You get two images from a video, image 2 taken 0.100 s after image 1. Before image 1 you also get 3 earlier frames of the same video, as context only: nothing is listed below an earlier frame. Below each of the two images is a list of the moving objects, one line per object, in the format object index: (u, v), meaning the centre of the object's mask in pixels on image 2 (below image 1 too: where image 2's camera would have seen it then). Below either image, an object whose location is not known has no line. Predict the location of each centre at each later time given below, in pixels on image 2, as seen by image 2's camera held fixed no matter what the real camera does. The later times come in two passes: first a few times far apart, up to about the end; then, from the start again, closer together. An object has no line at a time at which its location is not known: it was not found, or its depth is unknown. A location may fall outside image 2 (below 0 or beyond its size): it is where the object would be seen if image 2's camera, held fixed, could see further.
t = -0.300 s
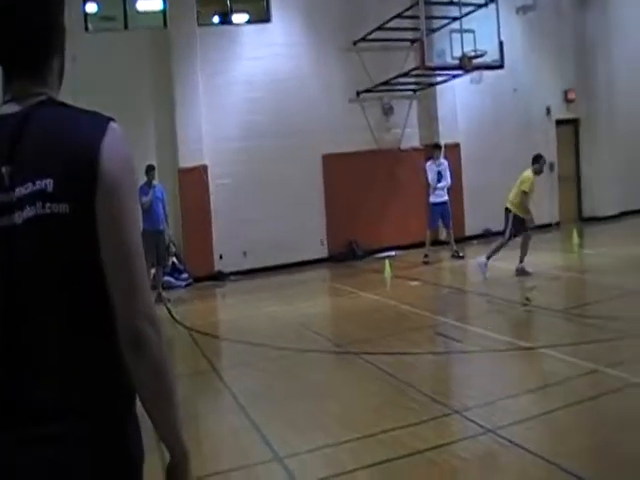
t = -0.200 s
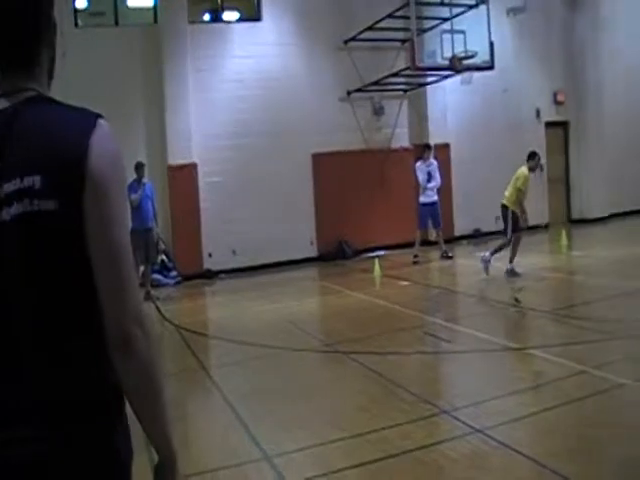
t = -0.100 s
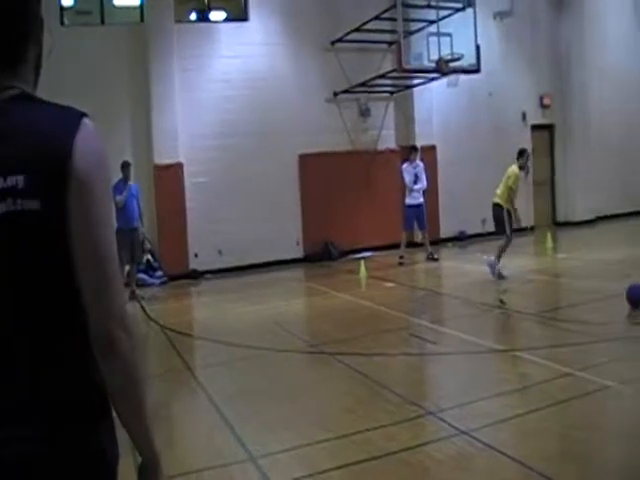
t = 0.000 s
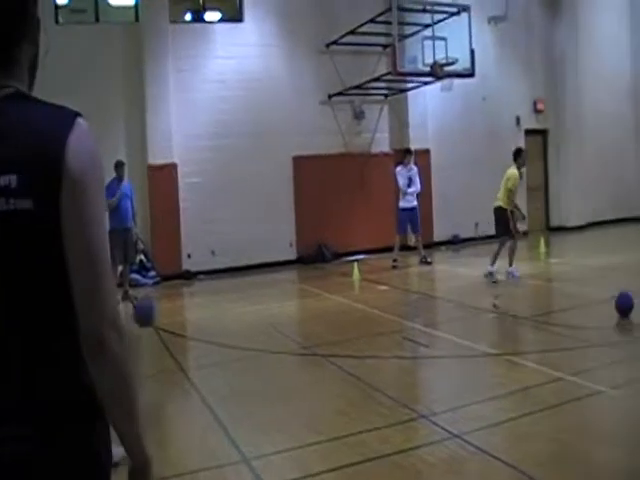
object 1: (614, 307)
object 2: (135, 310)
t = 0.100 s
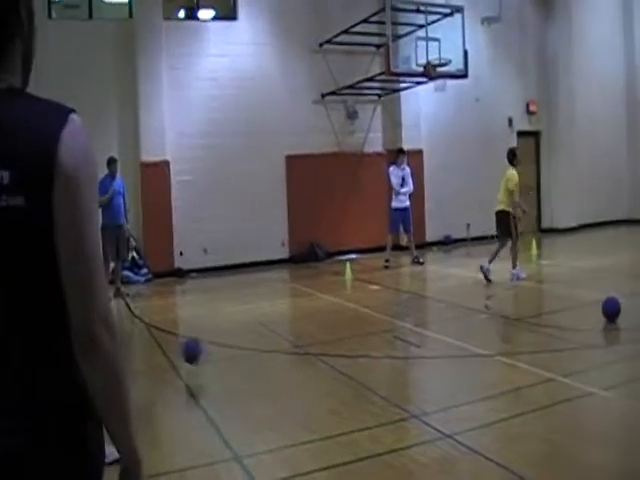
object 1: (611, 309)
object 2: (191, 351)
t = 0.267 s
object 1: (605, 314)
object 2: (228, 311)
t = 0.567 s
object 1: (593, 324)
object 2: (283, 283)
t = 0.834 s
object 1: (582, 334)
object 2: (329, 338)
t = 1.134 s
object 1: (567, 348)
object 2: (369, 285)
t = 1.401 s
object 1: (555, 361)
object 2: (406, 326)
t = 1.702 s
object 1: (544, 377)
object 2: (445, 289)
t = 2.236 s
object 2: (508, 288)
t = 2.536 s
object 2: (542, 300)
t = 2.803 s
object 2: (567, 296)
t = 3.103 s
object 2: (542, 294)
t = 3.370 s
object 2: (523, 295)
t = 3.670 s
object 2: (502, 295)
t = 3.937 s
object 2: (484, 297)
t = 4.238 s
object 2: (465, 297)
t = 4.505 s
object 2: (447, 298)
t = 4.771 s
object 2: (431, 298)
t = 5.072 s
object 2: (413, 299)
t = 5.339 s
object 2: (398, 298)
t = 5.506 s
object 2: (388, 299)
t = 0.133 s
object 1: (610, 310)
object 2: (204, 360)
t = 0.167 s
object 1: (609, 310)
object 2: (210, 345)
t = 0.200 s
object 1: (607, 312)
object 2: (216, 333)
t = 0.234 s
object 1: (606, 313)
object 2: (222, 321)
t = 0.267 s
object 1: (605, 314)
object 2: (228, 311)
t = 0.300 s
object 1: (604, 315)
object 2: (234, 303)
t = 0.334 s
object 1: (603, 315)
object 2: (239, 296)
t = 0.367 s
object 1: (602, 316)
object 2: (246, 290)
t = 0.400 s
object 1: (600, 317)
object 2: (251, 286)
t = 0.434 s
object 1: (599, 319)
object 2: (257, 284)
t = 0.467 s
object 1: (597, 321)
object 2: (263, 283)
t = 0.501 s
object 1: (596, 322)
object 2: (270, 282)
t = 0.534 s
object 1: (595, 323)
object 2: (276, 282)
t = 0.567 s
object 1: (593, 324)
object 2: (283, 283)
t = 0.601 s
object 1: (592, 324)
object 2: (288, 290)
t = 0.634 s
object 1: (591, 327)
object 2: (295, 294)
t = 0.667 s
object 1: (590, 328)
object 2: (301, 300)
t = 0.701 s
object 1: (588, 329)
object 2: (307, 307)
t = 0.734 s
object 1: (587, 329)
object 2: (313, 318)
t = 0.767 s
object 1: (585, 331)
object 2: (319, 327)
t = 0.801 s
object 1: (583, 333)
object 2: (324, 338)
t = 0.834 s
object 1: (582, 334)
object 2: (329, 338)
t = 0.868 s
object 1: (581, 336)
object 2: (334, 327)
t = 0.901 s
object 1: (579, 337)
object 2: (339, 318)
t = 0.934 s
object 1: (578, 338)
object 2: (343, 308)
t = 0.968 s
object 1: (576, 340)
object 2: (347, 302)
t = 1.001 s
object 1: (574, 342)
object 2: (351, 295)
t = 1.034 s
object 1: (573, 343)
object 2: (356, 291)
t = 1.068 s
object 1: (571, 344)
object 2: (360, 288)
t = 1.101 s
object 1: (570, 345)
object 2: (365, 286)
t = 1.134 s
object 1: (567, 348)
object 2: (369, 285)
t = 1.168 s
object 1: (566, 349)
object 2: (374, 286)
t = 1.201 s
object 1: (565, 350)
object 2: (378, 288)
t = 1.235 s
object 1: (564, 351)
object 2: (383, 291)
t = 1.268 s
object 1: (561, 354)
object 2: (388, 295)
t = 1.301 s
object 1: (560, 356)
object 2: (392, 302)
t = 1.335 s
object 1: (559, 357)
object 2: (397, 308)
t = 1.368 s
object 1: (557, 358)
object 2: (402, 317)
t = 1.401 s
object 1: (555, 361)
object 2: (406, 326)
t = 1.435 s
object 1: (554, 362)
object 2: (411, 332)
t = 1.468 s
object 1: (552, 364)
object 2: (415, 322)
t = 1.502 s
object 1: (551, 365)
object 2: (419, 313)
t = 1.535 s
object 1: (548, 367)
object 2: (423, 305)
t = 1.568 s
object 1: (547, 368)
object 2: (428, 299)
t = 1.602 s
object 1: (547, 370)
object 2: (432, 294)
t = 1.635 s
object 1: (546, 372)
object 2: (436, 291)
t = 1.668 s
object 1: (545, 374)
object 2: (440, 289)
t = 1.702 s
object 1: (544, 377)
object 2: (445, 289)
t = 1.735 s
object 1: (543, 378)
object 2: (449, 289)
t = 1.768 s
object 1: (542, 379)
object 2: (453, 290)
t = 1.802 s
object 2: (458, 294)
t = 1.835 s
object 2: (462, 298)
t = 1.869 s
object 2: (467, 303)
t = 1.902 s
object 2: (472, 310)
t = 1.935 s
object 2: (476, 318)
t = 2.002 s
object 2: (483, 313)
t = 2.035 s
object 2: (487, 306)
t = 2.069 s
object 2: (490, 300)
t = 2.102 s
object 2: (494, 295)
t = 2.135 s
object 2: (497, 292)
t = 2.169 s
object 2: (501, 289)
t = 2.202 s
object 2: (504, 288)
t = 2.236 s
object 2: (508, 288)
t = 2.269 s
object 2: (512, 289)
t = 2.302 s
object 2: (516, 292)
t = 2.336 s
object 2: (520, 296)
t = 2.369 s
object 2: (524, 302)
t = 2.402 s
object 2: (528, 308)
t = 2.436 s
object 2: (532, 316)
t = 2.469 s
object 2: (535, 313)
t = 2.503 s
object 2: (539, 305)
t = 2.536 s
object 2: (542, 300)
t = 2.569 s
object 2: (545, 295)
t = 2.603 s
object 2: (548, 292)
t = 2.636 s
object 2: (552, 289)
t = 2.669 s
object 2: (555, 288)
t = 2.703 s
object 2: (559, 289)
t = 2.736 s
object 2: (561, 290)
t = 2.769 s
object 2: (566, 293)
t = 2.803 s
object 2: (567, 296)
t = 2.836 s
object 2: (560, 292)
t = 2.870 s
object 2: (559, 293)
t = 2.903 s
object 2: (556, 294)
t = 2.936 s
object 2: (554, 294)
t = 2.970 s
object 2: (551, 294)
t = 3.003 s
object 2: (549, 294)
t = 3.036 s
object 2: (547, 294)
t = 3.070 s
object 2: (544, 294)
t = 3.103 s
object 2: (542, 294)
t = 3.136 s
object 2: (539, 294)
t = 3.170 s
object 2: (537, 294)
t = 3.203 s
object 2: (534, 295)
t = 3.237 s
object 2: (532, 295)
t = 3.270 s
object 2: (530, 295)
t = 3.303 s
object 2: (527, 295)
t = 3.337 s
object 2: (525, 295)
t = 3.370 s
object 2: (523, 295)
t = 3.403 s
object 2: (520, 295)
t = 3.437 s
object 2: (519, 295)
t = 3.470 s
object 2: (516, 295)
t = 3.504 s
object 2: (514, 295)
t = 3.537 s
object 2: (512, 295)
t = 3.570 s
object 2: (509, 295)
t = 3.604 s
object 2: (507, 295)
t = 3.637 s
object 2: (505, 296)
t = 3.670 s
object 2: (502, 295)
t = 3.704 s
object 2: (500, 296)
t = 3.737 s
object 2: (498, 295)
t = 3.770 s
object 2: (495, 297)
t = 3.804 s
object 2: (493, 296)
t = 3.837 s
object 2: (490, 296)
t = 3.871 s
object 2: (488, 297)
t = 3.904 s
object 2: (486, 297)
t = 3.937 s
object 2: (484, 297)
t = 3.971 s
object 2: (482, 297)
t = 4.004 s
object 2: (480, 297)
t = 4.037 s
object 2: (478, 297)
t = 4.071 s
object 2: (476, 297)
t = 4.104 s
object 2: (474, 297)
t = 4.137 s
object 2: (471, 297)
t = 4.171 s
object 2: (469, 297)
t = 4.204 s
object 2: (467, 297)
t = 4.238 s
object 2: (465, 297)
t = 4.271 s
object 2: (463, 298)
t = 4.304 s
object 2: (460, 297)
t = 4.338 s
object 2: (458, 298)
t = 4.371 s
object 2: (456, 297)
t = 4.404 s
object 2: (454, 298)
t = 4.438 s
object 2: (452, 298)
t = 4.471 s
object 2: (449, 298)
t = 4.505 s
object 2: (447, 298)
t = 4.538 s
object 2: (445, 297)
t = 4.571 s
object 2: (443, 298)
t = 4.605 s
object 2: (441, 298)
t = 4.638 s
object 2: (439, 298)
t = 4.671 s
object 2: (437, 297)
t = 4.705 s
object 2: (435, 298)
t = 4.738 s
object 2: (433, 298)
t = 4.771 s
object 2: (431, 298)
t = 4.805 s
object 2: (428, 298)
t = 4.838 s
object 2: (427, 298)
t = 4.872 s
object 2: (425, 298)
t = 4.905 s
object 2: (423, 298)
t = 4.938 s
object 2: (421, 298)
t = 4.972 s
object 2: (419, 297)
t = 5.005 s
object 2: (417, 298)
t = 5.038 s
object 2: (416, 298)
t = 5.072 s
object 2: (413, 299)
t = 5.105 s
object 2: (411, 299)
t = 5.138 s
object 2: (410, 299)
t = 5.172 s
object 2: (407, 298)
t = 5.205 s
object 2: (406, 298)
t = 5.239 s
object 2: (404, 298)
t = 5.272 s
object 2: (401, 298)
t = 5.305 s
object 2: (400, 298)
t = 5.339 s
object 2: (398, 298)
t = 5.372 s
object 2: (396, 298)
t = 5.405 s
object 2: (394, 299)
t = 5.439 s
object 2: (392, 298)
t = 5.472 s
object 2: (390, 298)
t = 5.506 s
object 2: (388, 299)
